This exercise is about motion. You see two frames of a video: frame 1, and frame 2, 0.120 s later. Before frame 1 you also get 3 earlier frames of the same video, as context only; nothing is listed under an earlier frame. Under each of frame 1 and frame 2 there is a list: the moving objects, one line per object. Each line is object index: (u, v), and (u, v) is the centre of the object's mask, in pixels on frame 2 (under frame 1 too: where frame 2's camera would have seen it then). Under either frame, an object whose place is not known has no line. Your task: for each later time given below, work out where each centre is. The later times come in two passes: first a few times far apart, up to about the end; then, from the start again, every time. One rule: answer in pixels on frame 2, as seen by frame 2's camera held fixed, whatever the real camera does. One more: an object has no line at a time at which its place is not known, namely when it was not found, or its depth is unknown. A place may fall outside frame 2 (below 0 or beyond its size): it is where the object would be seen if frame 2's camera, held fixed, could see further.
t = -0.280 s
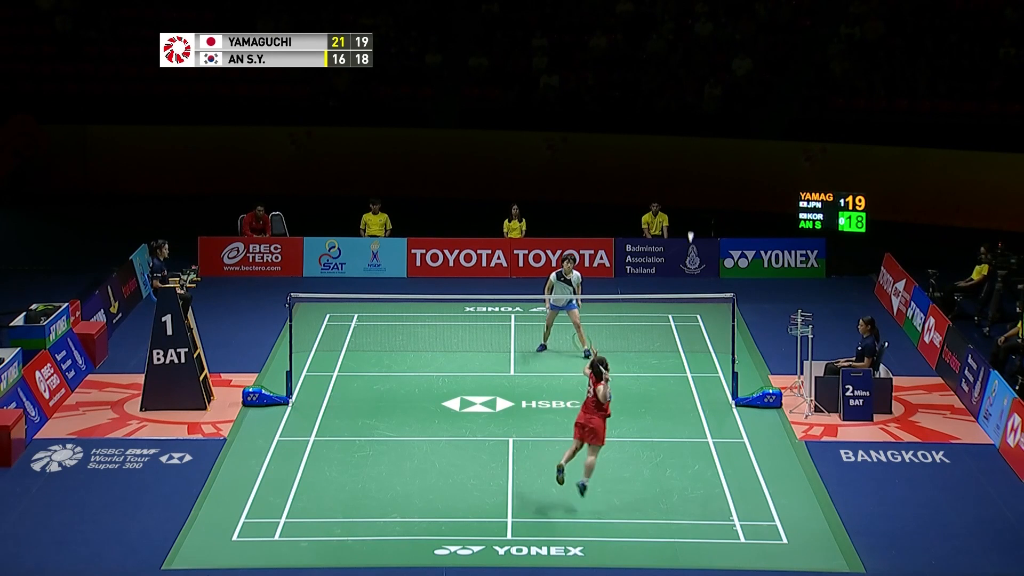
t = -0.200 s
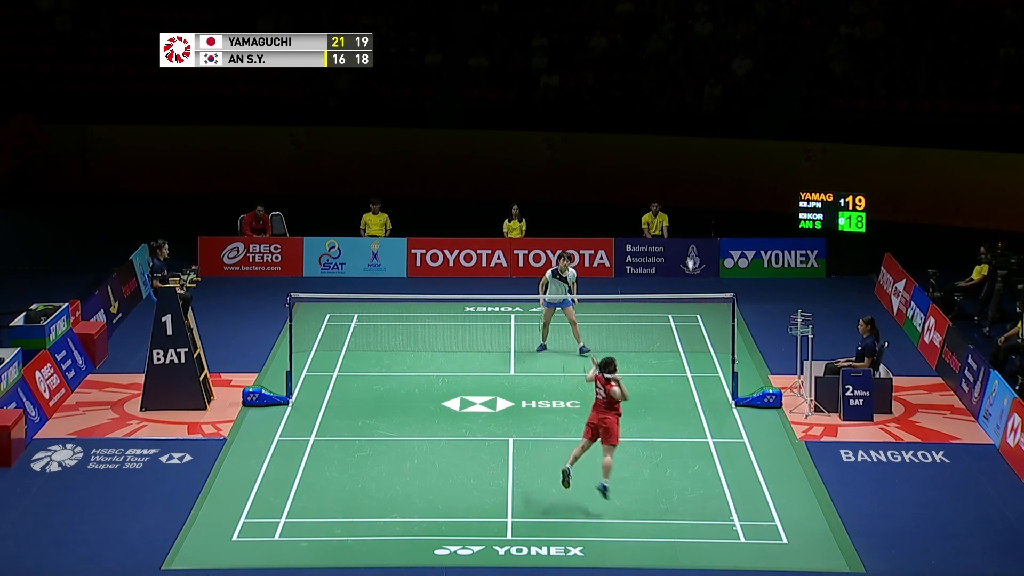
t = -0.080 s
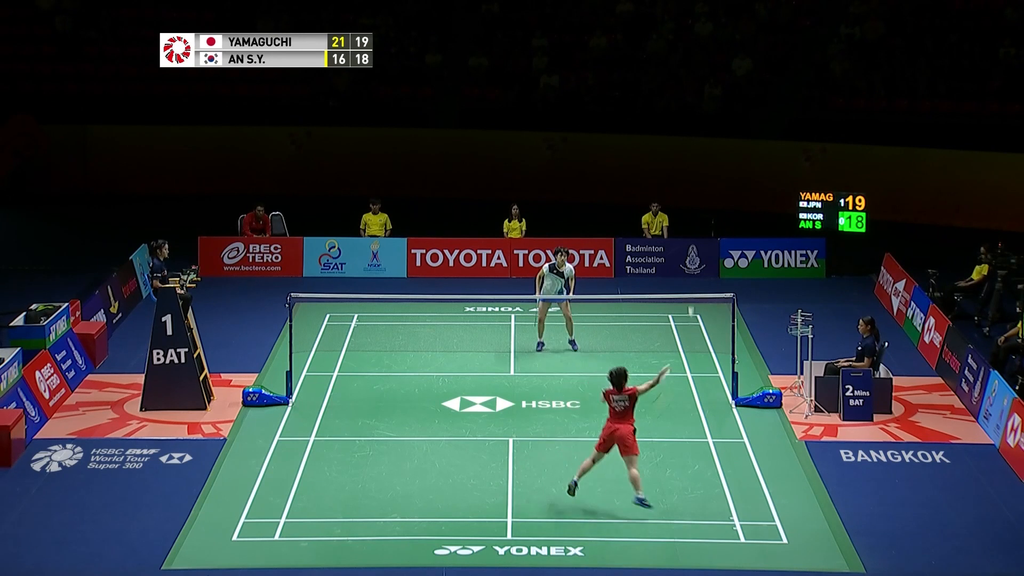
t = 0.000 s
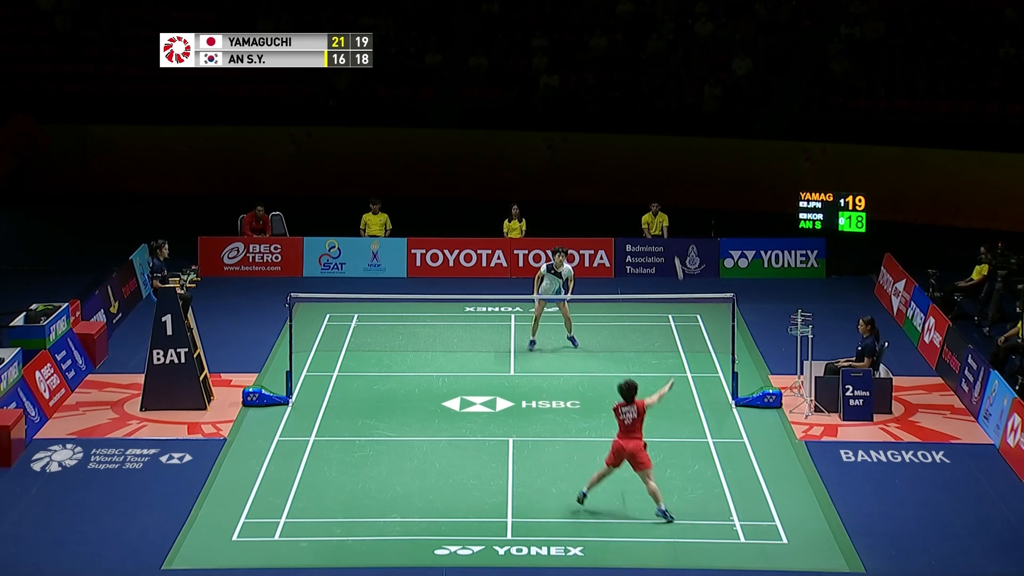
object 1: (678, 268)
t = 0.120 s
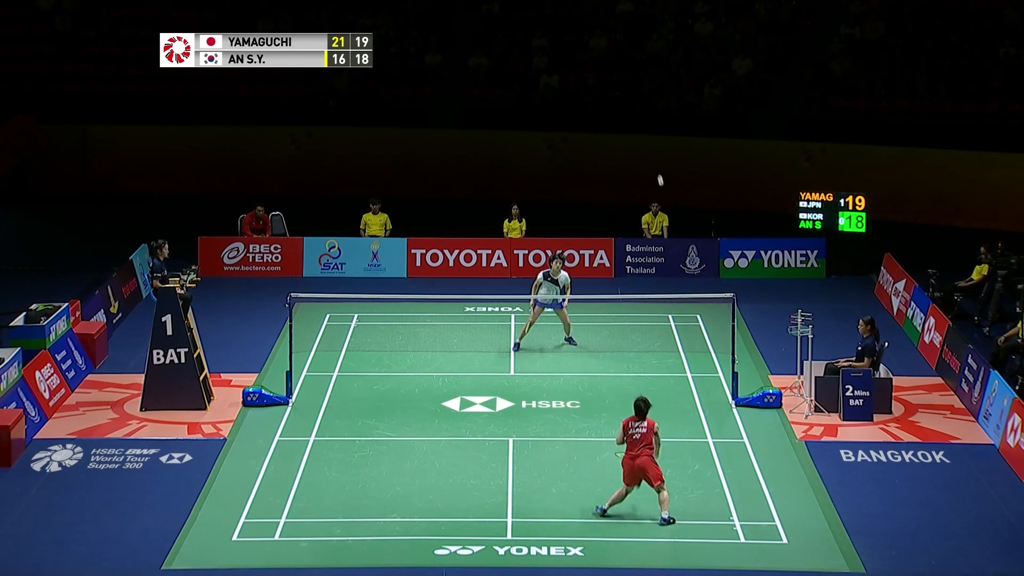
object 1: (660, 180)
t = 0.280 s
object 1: (650, 136)
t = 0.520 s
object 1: (645, 125)
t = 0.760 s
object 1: (644, 148)
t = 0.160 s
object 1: (657, 165)
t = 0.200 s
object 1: (654, 153)
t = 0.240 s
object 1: (652, 143)
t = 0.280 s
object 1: (650, 136)
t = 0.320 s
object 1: (649, 131)
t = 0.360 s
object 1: (648, 128)
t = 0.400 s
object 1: (647, 126)
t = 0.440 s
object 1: (646, 125)
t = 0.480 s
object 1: (645, 124)
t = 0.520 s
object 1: (645, 125)
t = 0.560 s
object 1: (645, 127)
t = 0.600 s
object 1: (644, 130)
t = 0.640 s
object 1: (644, 133)
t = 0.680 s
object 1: (644, 137)
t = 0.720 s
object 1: (644, 142)
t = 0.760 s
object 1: (644, 148)
